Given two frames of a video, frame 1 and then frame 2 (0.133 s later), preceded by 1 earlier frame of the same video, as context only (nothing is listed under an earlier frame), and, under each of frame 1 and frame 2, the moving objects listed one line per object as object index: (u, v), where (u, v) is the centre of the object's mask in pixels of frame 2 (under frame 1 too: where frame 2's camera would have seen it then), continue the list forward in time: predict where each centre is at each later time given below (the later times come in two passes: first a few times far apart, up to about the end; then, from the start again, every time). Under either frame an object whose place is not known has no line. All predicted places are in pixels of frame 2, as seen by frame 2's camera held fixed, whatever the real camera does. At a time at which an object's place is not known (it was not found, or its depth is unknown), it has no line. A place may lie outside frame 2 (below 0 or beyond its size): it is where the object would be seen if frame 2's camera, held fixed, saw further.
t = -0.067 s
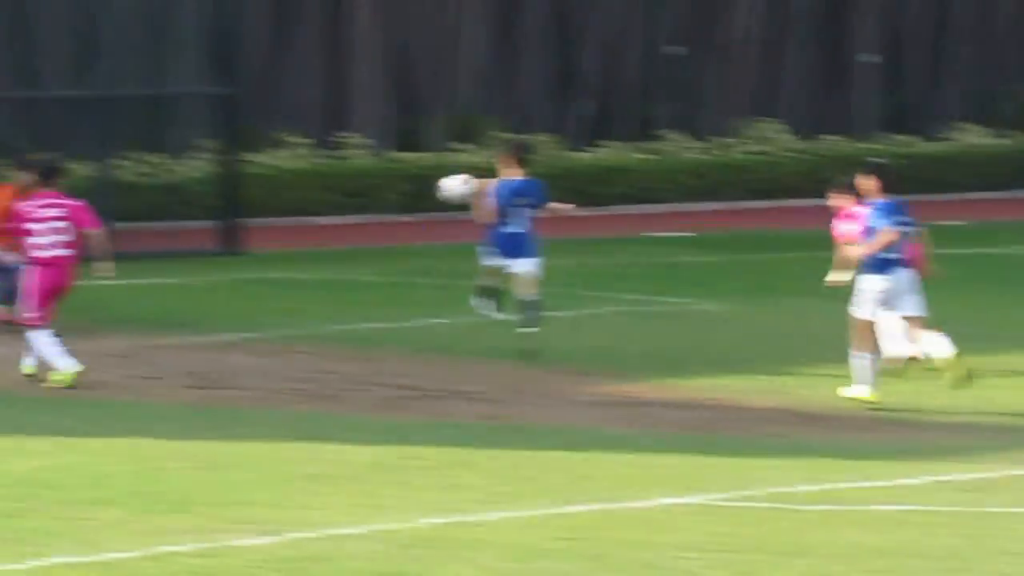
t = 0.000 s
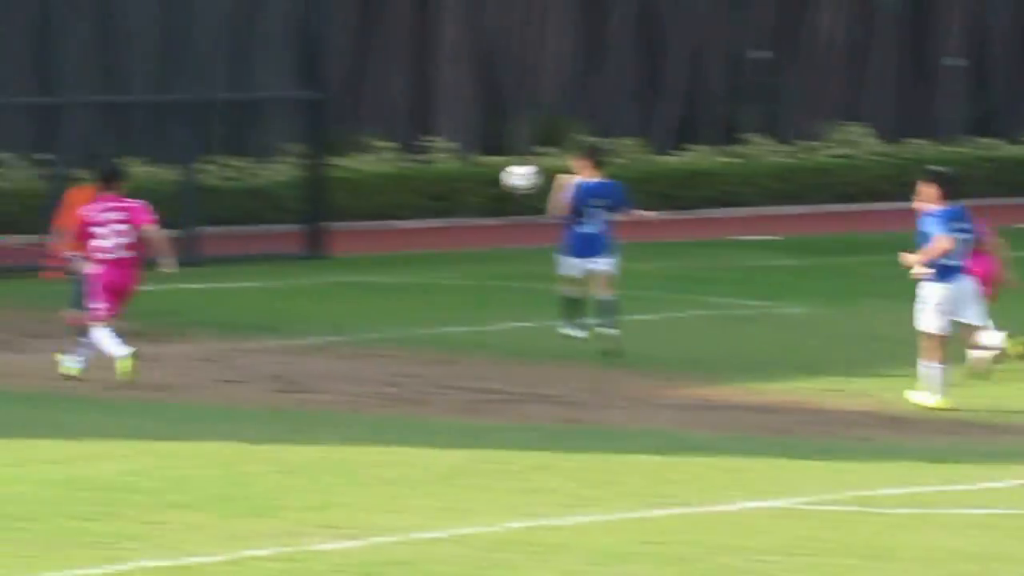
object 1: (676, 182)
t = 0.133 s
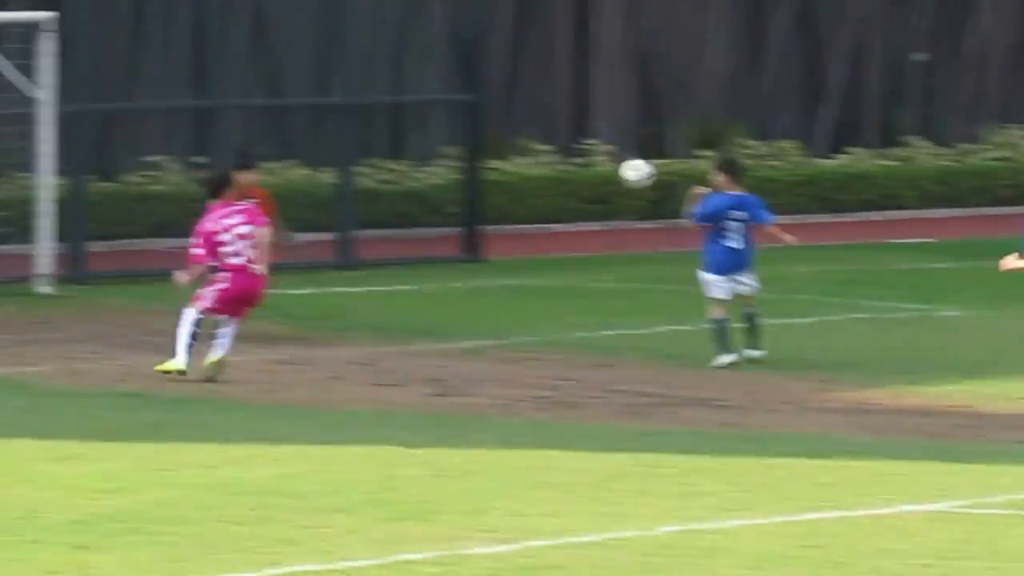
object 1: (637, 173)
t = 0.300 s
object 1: (585, 195)
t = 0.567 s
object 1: (503, 302)
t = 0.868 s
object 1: (403, 249)
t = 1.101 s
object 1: (328, 233)
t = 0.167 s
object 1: (626, 174)
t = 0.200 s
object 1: (615, 178)
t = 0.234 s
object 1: (605, 182)
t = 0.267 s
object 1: (595, 188)
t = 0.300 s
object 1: (585, 195)
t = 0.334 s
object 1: (575, 204)
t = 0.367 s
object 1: (564, 214)
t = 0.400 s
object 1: (555, 226)
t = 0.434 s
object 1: (544, 238)
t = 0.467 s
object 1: (534, 251)
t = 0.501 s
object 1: (522, 267)
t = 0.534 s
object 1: (513, 285)
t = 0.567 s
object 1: (503, 302)
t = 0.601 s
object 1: (493, 323)
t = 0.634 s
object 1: (482, 334)
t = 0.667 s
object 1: (470, 319)
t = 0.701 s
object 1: (459, 304)
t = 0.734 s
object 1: (449, 289)
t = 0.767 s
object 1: (436, 276)
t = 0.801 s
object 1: (426, 266)
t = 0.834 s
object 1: (414, 256)
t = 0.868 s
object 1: (403, 249)
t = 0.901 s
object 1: (393, 243)
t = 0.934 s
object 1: (382, 237)
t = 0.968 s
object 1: (371, 233)
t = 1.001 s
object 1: (360, 231)
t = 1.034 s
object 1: (349, 231)
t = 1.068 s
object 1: (338, 232)
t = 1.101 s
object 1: (328, 233)
